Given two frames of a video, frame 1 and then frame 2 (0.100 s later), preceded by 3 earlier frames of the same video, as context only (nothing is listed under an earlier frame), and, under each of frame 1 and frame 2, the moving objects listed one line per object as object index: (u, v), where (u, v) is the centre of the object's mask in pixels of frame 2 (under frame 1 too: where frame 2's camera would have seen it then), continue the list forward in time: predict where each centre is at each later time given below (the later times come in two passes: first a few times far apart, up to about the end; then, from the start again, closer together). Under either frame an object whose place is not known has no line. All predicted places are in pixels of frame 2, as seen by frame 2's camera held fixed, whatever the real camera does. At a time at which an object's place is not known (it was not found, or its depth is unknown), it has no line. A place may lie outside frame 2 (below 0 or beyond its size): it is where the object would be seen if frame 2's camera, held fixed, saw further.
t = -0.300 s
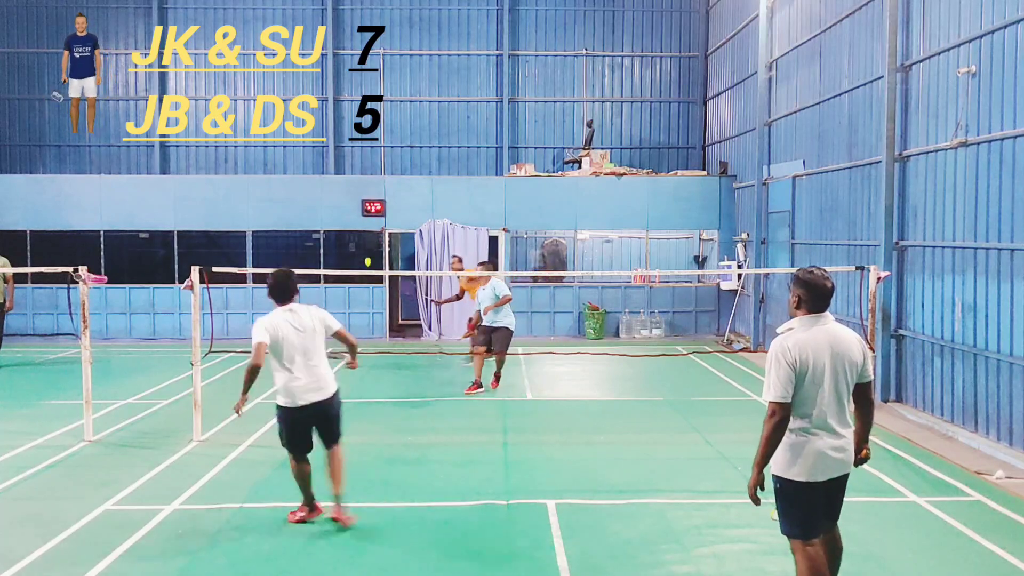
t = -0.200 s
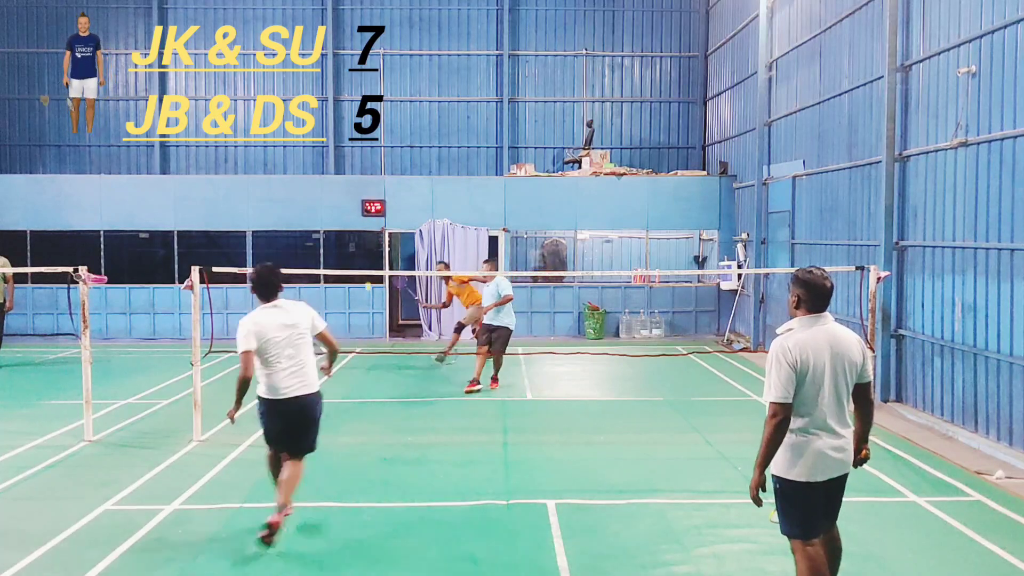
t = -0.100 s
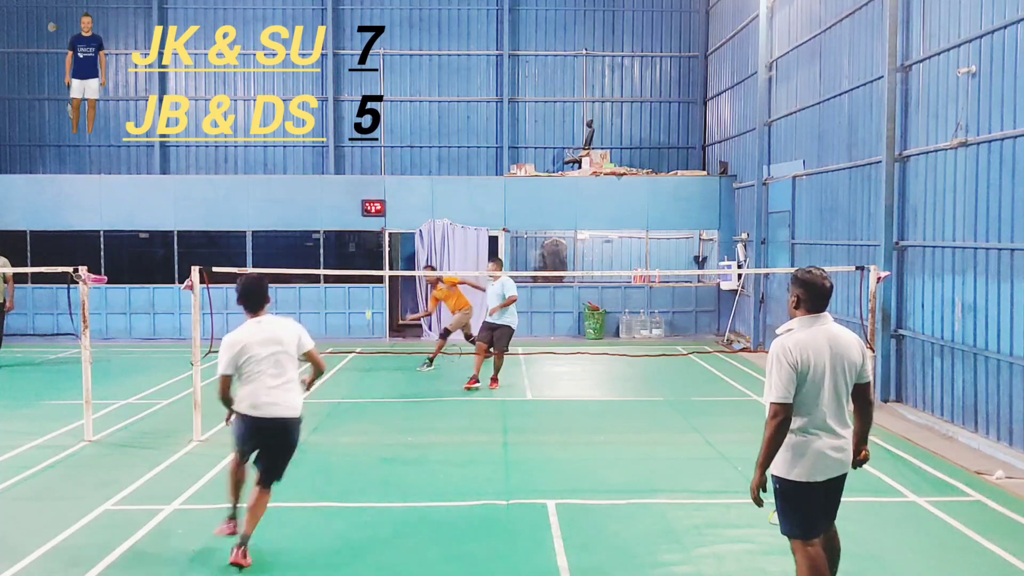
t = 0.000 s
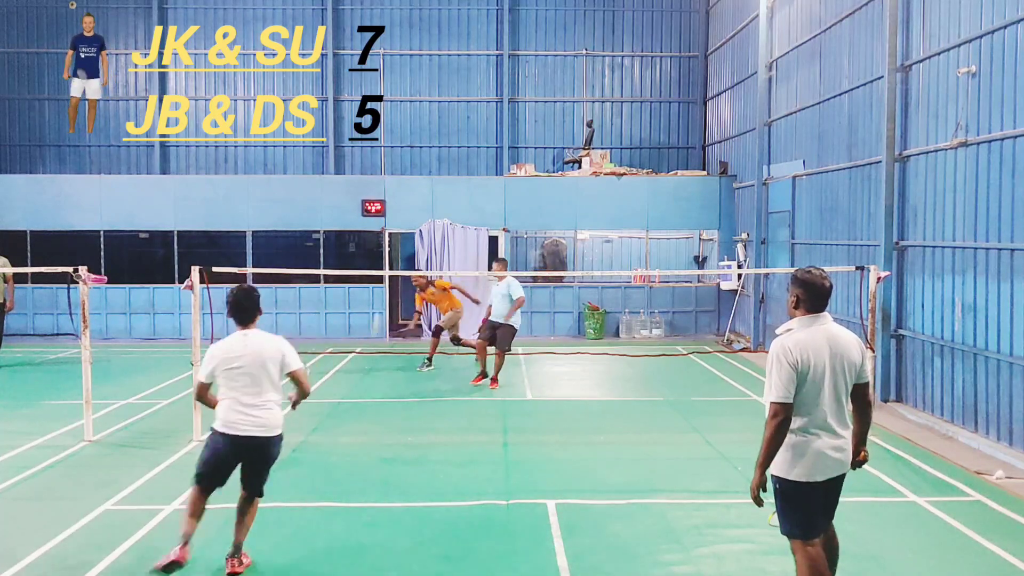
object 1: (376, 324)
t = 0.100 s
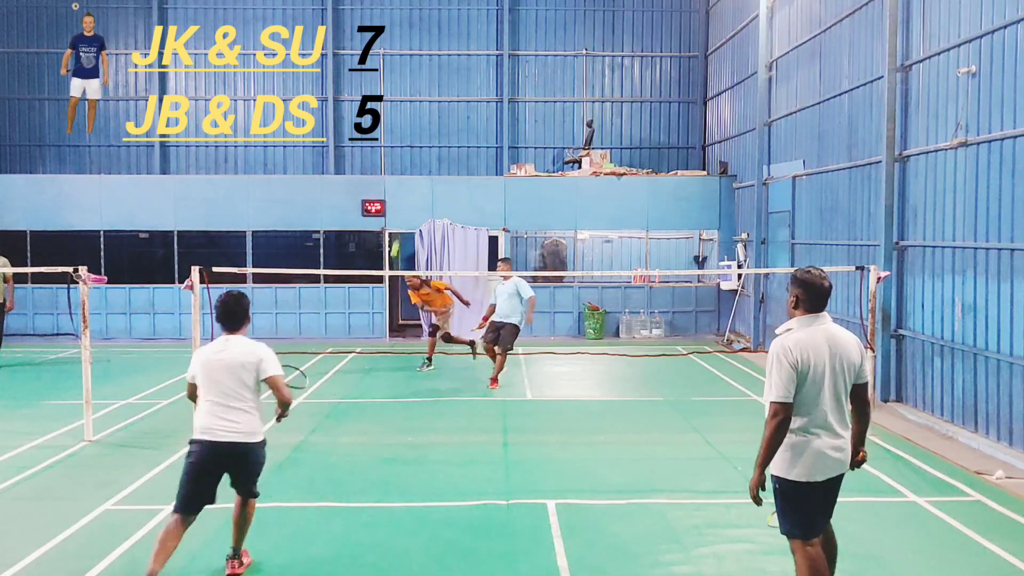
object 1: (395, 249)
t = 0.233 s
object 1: (417, 177)
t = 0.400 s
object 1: (443, 119)
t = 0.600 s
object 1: (476, 100)
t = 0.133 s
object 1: (400, 229)
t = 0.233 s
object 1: (417, 177)
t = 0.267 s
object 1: (422, 162)
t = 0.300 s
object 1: (427, 150)
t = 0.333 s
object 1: (433, 138)
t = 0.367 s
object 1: (438, 127)
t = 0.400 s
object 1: (443, 119)
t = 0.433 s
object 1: (449, 111)
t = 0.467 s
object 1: (454, 105)
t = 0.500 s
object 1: (459, 101)
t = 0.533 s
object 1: (464, 99)
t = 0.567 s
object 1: (470, 98)
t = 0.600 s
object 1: (476, 100)
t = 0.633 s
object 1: (481, 103)
